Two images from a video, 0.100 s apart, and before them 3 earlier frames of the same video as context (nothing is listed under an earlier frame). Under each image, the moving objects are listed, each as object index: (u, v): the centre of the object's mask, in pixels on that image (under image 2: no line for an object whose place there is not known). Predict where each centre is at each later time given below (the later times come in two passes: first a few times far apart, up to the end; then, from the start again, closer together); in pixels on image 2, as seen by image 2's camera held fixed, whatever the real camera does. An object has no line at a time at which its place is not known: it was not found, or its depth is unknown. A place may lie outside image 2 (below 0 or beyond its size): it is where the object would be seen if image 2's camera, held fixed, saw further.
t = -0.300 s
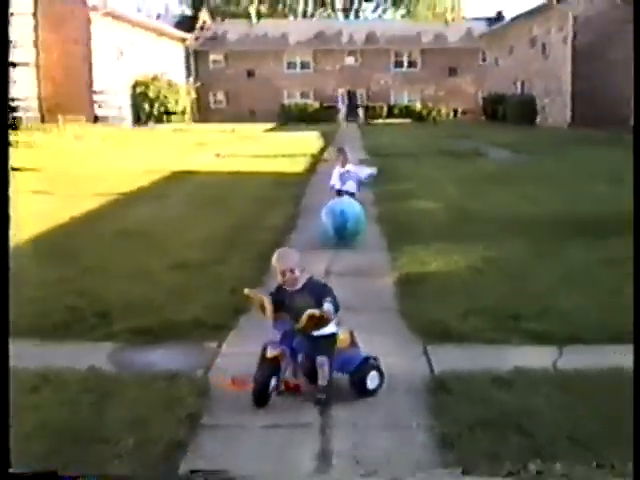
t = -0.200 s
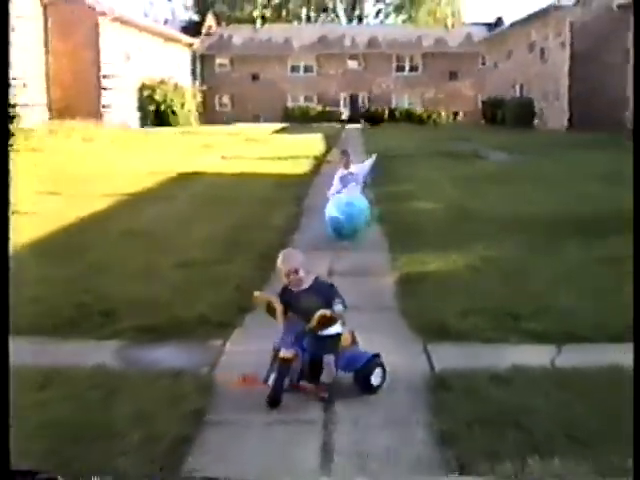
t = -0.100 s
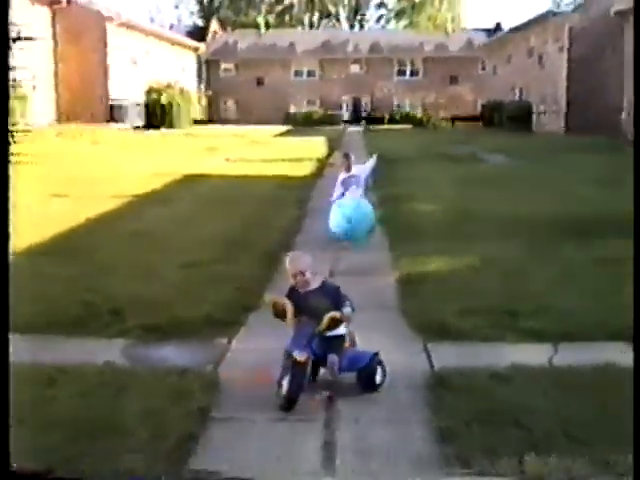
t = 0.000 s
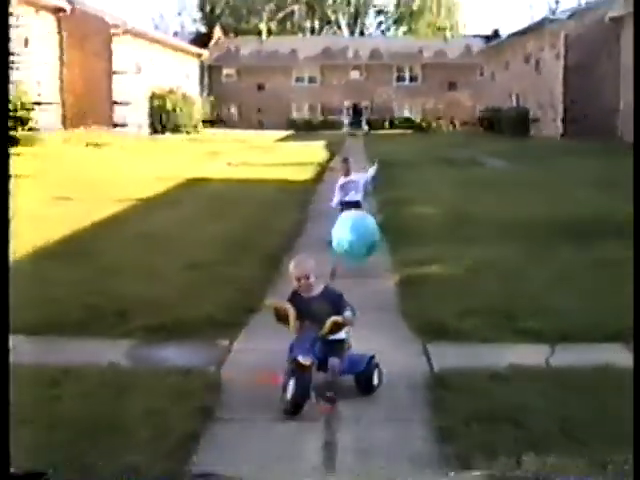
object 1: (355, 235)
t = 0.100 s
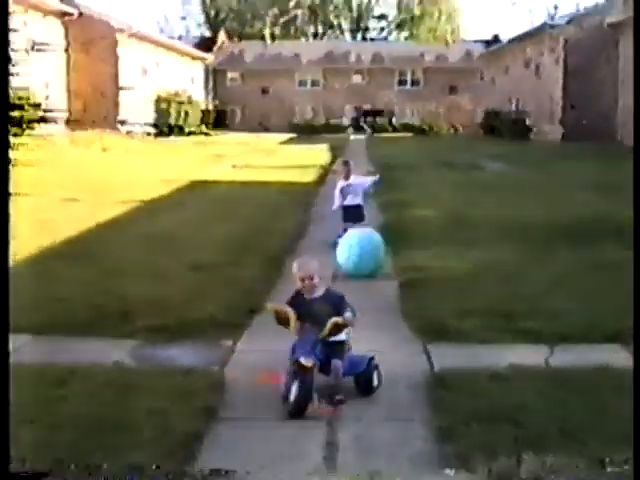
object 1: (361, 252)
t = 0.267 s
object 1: (368, 245)
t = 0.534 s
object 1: (384, 268)
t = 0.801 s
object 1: (409, 285)
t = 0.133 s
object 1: (362, 251)
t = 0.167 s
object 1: (364, 247)
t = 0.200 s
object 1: (365, 246)
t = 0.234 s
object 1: (366, 246)
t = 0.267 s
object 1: (368, 245)
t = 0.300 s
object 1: (370, 246)
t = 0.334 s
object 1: (373, 249)
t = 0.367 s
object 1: (375, 253)
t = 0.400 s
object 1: (376, 260)
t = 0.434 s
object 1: (378, 268)
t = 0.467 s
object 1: (379, 272)
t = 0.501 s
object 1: (381, 270)
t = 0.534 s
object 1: (384, 268)
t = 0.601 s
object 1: (390, 265)
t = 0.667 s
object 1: (396, 268)
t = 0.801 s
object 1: (409, 285)
